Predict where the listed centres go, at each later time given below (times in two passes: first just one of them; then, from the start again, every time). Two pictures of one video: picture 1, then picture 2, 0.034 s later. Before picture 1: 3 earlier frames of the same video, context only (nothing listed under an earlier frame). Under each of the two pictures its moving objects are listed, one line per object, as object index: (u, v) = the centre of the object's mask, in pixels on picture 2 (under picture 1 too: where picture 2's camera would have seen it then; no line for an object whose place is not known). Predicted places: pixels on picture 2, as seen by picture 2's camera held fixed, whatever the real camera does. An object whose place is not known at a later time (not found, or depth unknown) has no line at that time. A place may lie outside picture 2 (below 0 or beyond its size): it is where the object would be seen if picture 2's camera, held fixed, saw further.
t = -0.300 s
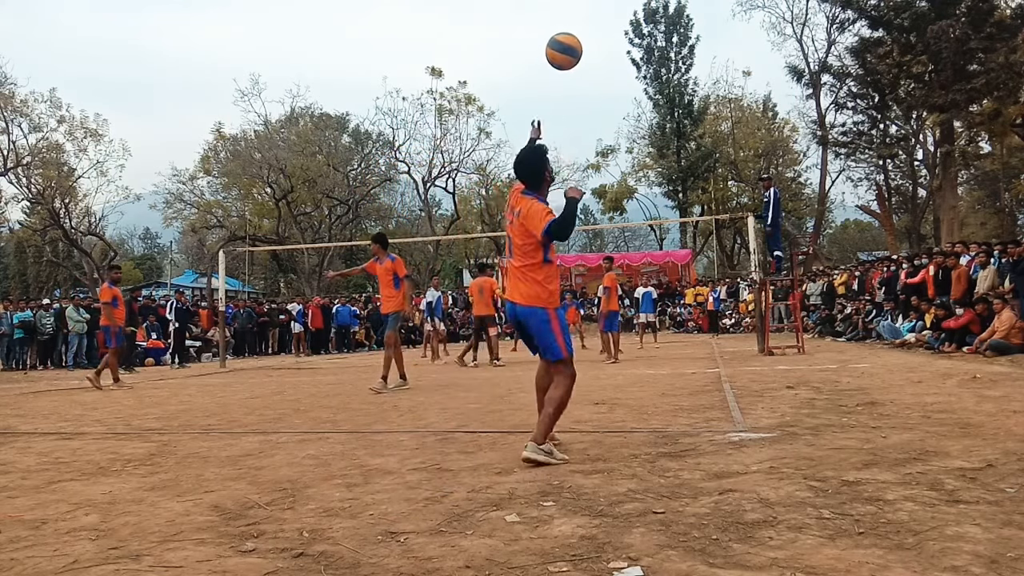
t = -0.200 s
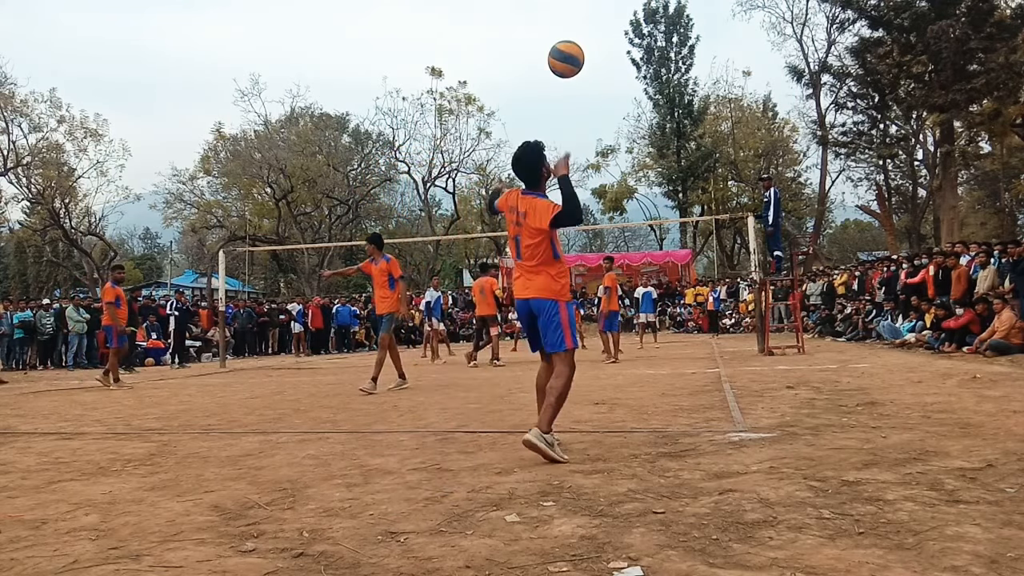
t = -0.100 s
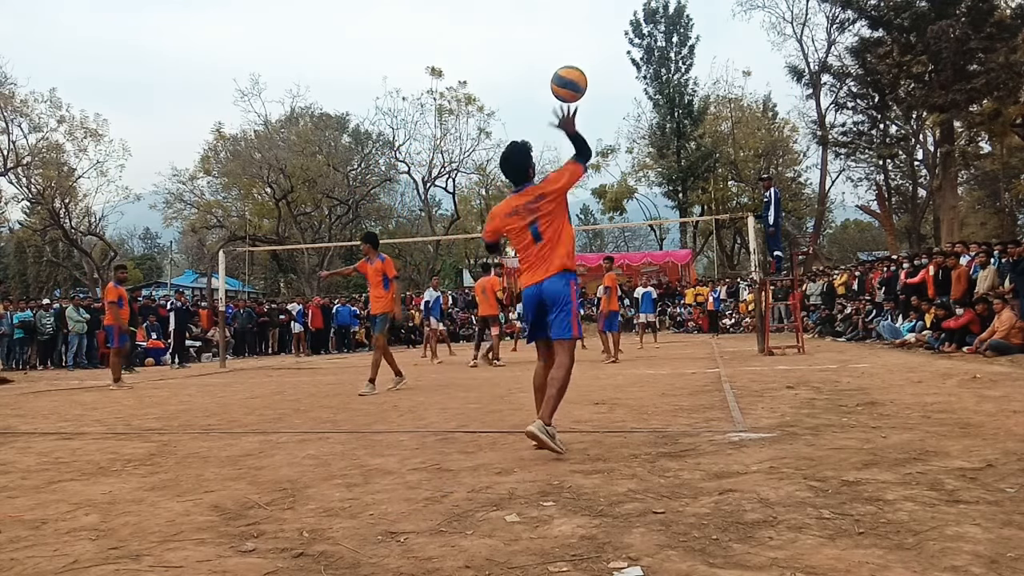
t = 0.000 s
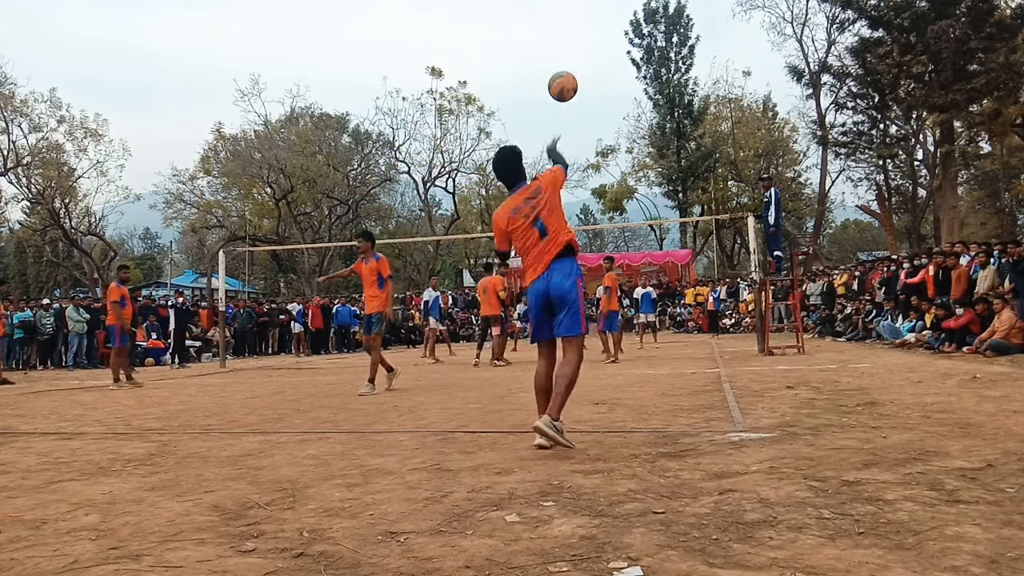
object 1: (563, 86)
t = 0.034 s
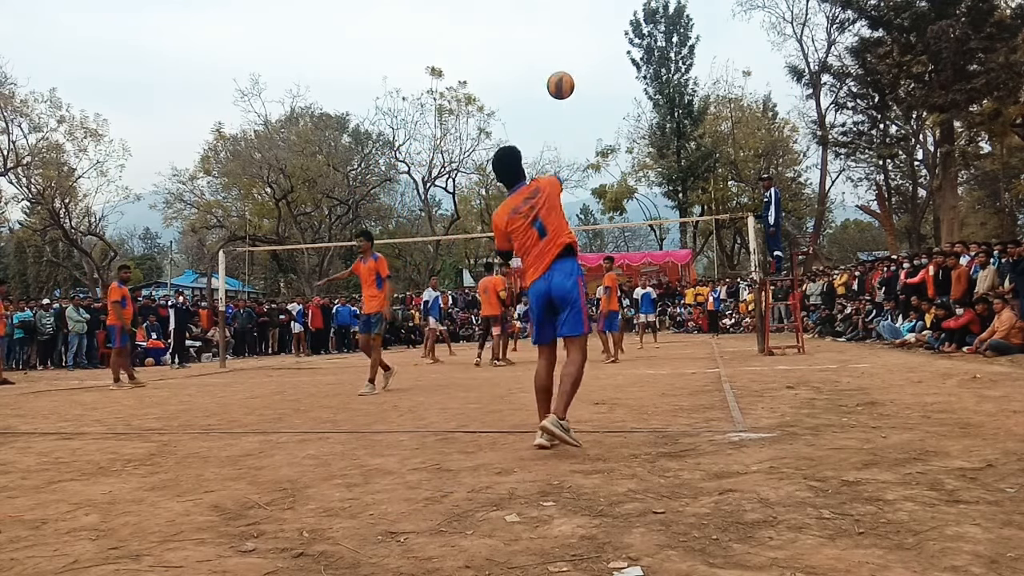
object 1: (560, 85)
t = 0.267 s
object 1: (554, 107)
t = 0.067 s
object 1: (559, 85)
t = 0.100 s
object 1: (557, 86)
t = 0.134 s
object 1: (556, 89)
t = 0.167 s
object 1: (555, 92)
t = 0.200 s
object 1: (555, 96)
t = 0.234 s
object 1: (554, 101)
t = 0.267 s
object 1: (554, 107)
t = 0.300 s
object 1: (554, 112)
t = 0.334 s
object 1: (554, 118)
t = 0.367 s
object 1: (554, 124)
